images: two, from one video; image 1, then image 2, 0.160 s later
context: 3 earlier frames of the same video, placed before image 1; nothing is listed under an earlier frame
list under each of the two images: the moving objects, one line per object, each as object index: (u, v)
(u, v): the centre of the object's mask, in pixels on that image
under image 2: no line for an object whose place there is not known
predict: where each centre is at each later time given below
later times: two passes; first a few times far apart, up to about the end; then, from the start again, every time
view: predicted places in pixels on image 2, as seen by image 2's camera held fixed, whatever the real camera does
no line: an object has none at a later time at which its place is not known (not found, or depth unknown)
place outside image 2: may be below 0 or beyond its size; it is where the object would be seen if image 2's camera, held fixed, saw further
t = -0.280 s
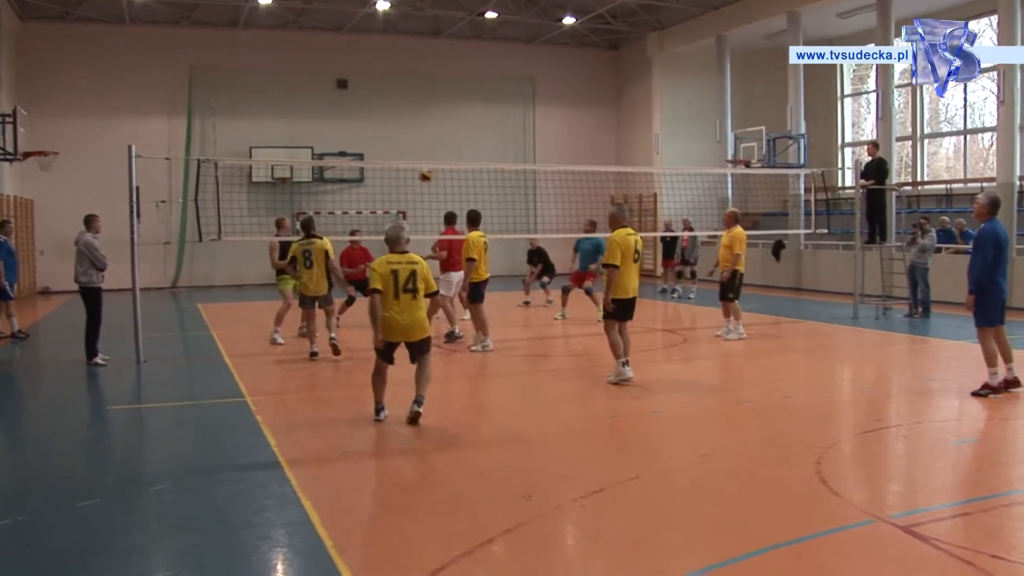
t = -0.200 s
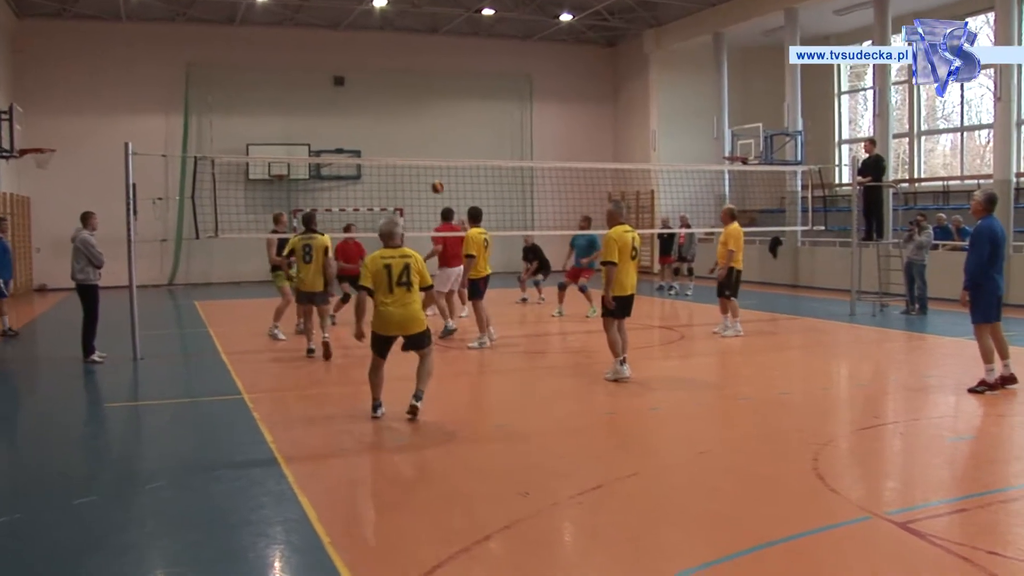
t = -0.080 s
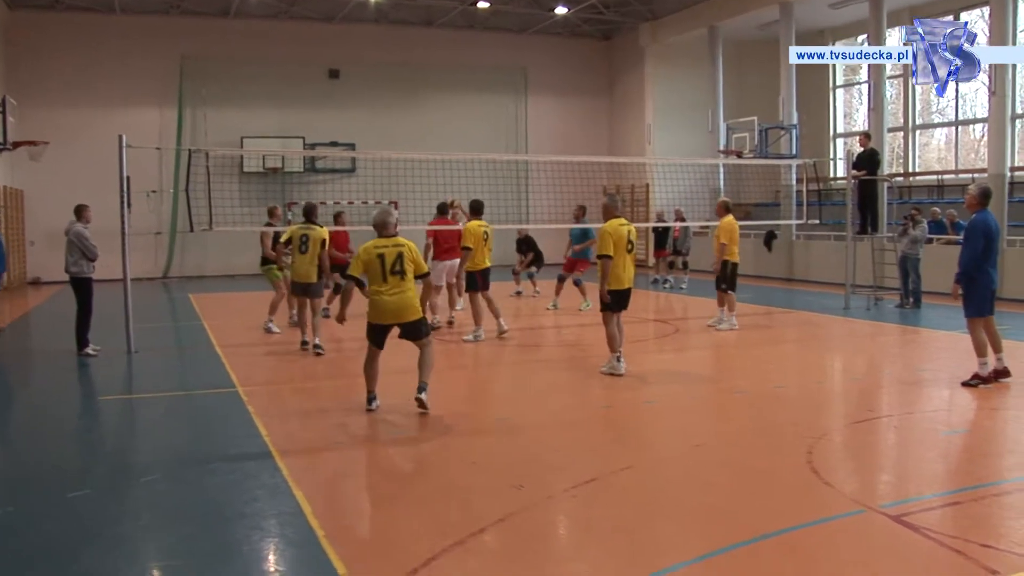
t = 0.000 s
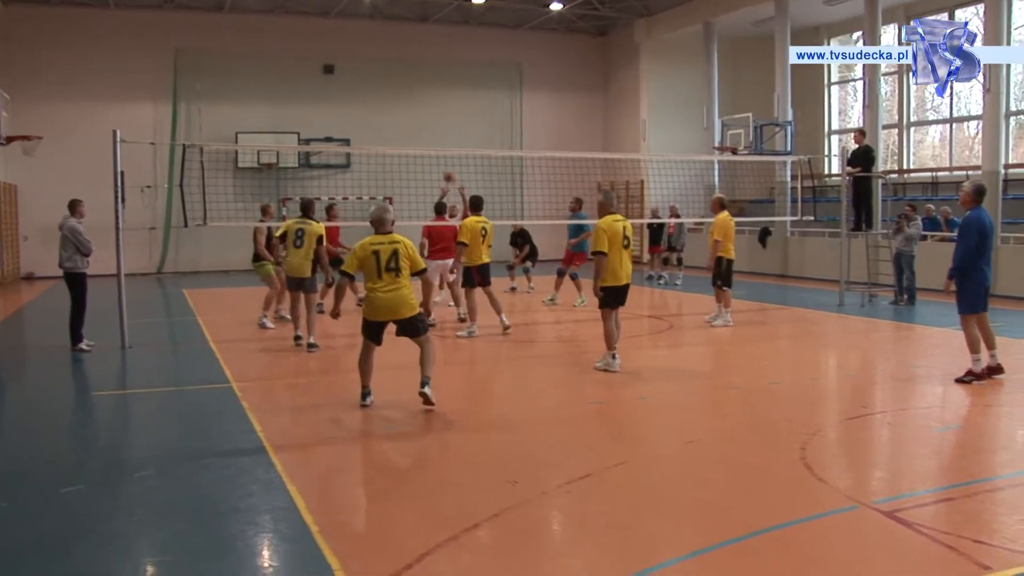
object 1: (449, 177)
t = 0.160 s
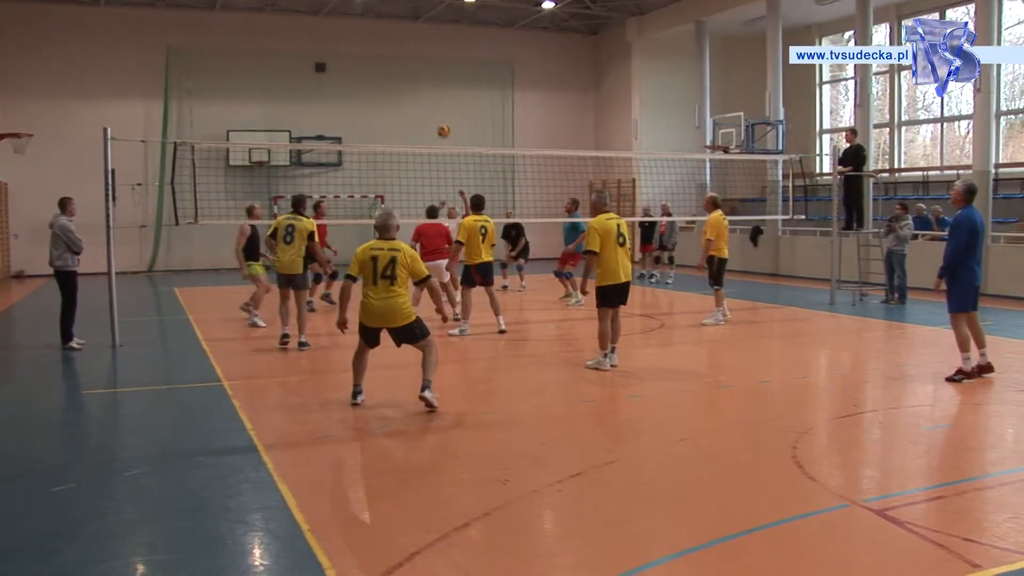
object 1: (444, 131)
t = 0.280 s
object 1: (443, 109)
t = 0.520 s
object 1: (446, 90)
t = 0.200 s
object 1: (443, 123)
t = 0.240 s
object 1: (443, 116)
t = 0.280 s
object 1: (443, 109)
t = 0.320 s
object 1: (444, 103)
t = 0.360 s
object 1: (444, 100)
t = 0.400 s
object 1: (444, 96)
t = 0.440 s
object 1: (445, 93)
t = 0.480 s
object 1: (445, 91)
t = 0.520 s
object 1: (446, 90)
